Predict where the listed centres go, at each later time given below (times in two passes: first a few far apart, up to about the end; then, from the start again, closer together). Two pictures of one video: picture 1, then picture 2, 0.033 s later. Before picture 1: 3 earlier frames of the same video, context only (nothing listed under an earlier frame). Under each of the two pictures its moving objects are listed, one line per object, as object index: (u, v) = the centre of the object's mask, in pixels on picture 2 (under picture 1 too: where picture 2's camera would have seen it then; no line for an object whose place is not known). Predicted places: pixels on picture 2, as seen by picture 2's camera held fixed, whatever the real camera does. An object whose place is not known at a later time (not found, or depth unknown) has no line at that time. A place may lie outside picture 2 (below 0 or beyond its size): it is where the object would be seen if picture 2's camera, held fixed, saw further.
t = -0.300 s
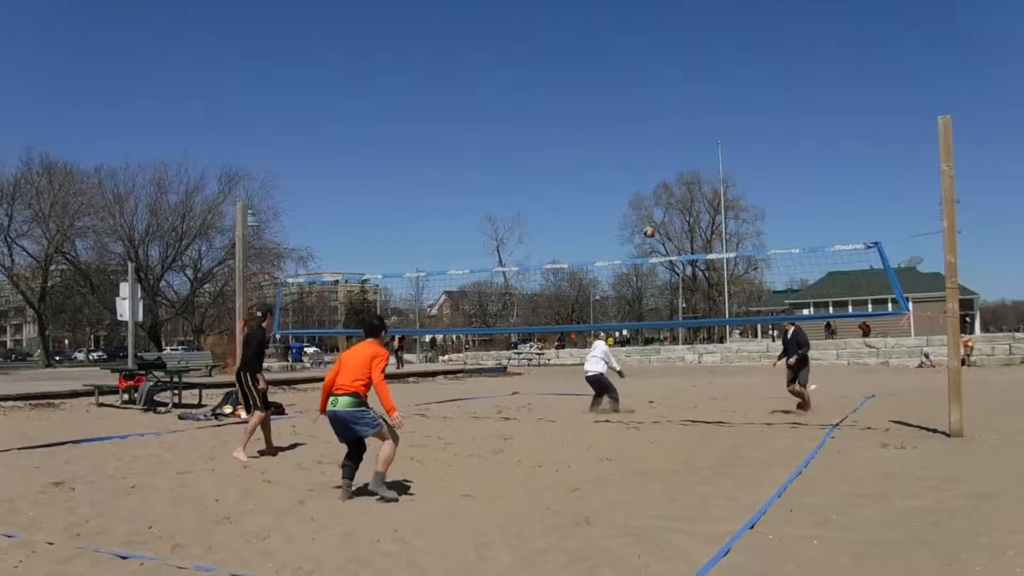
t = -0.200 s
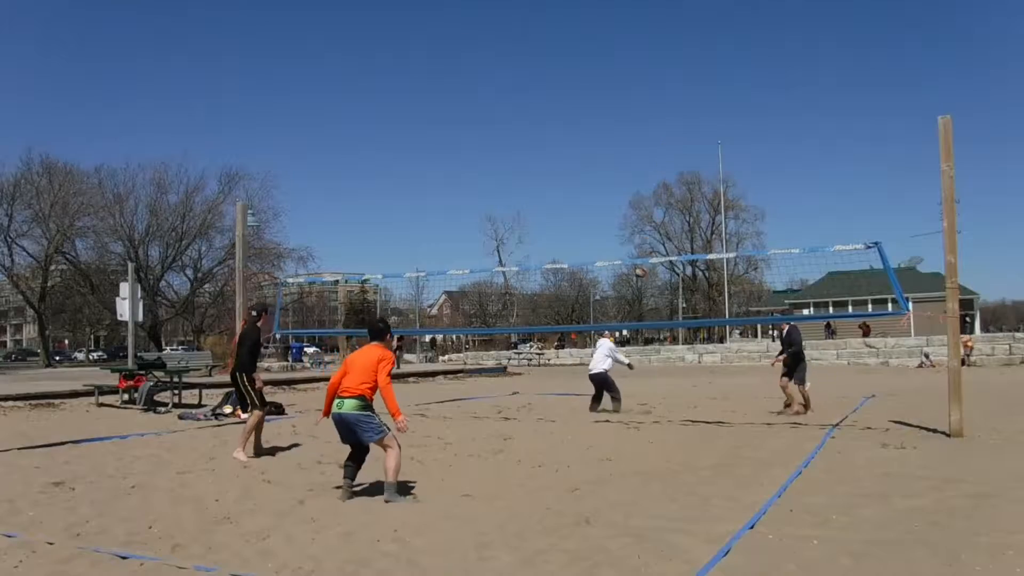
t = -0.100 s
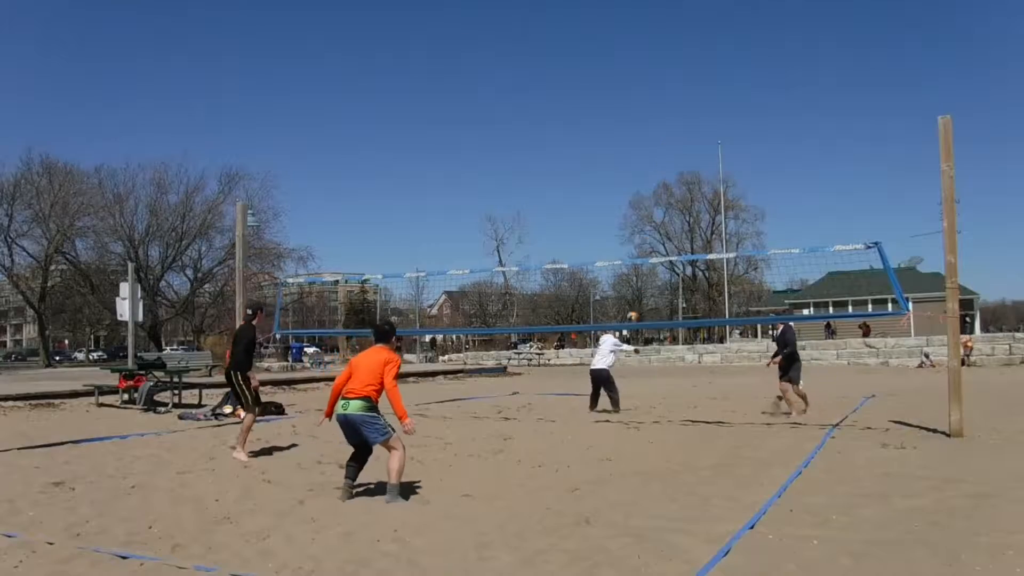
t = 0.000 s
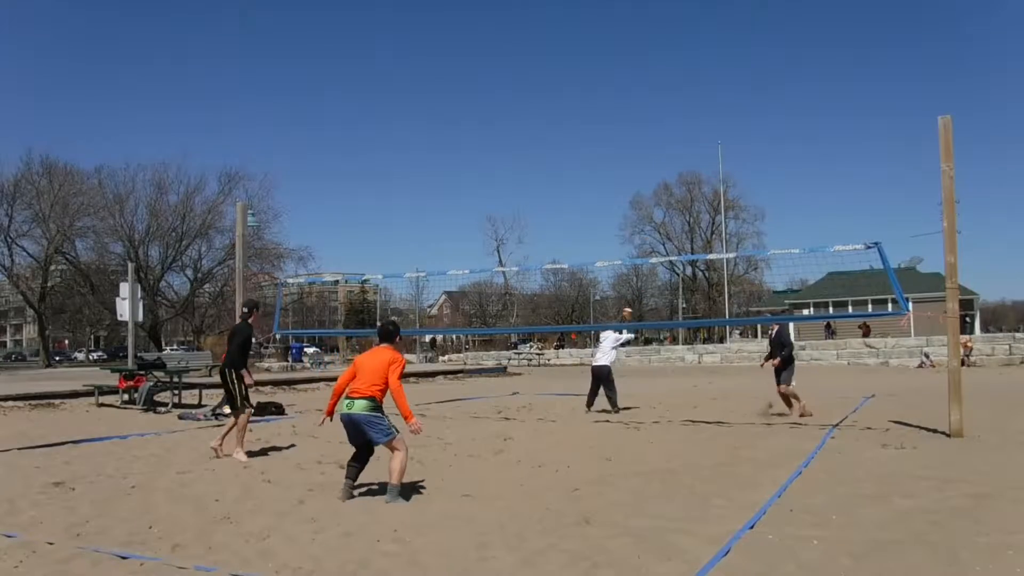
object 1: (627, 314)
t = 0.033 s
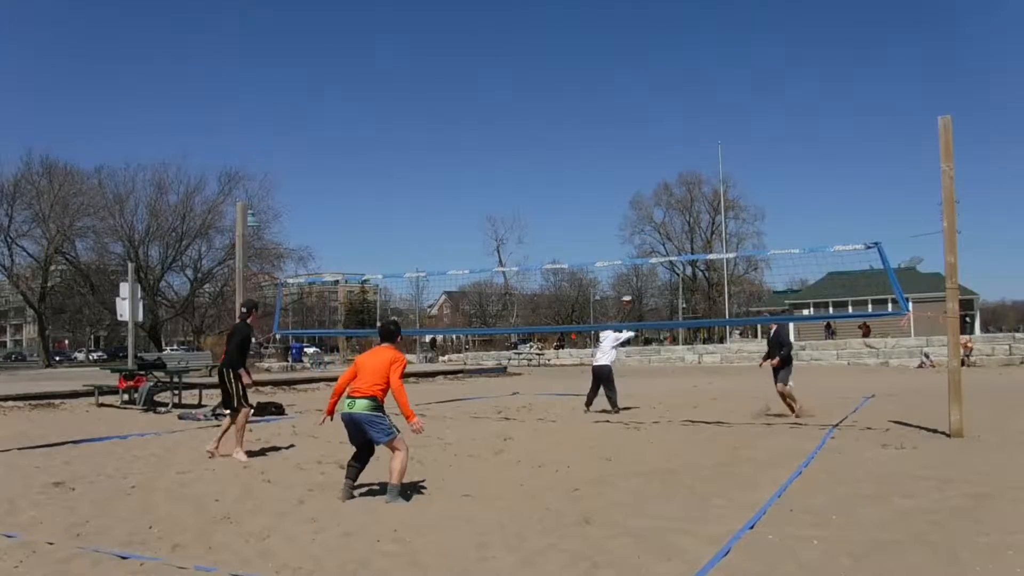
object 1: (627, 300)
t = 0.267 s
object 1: (623, 229)
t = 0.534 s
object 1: (619, 180)
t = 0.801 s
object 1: (617, 168)
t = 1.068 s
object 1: (615, 198)
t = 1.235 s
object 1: (613, 238)
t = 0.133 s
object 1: (625, 268)
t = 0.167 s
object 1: (625, 255)
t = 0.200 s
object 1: (624, 247)
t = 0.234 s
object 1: (624, 237)
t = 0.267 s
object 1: (623, 229)
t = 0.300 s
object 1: (623, 220)
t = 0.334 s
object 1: (622, 213)
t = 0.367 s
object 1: (622, 206)
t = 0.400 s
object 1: (621, 199)
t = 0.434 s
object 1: (620, 193)
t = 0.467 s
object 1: (620, 188)
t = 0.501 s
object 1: (619, 183)
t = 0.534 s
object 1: (619, 180)
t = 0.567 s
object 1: (619, 176)
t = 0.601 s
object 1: (619, 173)
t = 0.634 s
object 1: (618, 171)
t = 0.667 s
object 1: (618, 169)
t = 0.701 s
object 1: (618, 168)
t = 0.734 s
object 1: (617, 167)
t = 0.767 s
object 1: (617, 167)
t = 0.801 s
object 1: (617, 168)
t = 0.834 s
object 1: (616, 170)
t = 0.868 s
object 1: (616, 172)
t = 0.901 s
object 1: (616, 174)
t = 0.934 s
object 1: (615, 178)
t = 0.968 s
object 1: (615, 182)
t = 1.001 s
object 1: (615, 186)
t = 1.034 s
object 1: (615, 192)
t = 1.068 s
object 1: (615, 198)
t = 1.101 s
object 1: (615, 204)
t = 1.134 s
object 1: (614, 212)
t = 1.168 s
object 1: (614, 220)
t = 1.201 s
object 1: (613, 229)
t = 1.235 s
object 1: (613, 238)
